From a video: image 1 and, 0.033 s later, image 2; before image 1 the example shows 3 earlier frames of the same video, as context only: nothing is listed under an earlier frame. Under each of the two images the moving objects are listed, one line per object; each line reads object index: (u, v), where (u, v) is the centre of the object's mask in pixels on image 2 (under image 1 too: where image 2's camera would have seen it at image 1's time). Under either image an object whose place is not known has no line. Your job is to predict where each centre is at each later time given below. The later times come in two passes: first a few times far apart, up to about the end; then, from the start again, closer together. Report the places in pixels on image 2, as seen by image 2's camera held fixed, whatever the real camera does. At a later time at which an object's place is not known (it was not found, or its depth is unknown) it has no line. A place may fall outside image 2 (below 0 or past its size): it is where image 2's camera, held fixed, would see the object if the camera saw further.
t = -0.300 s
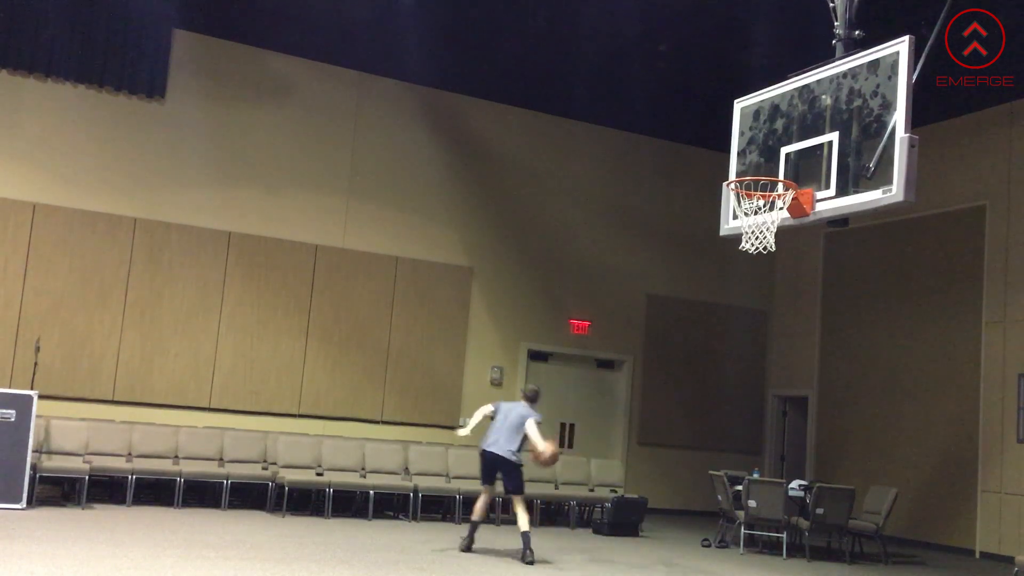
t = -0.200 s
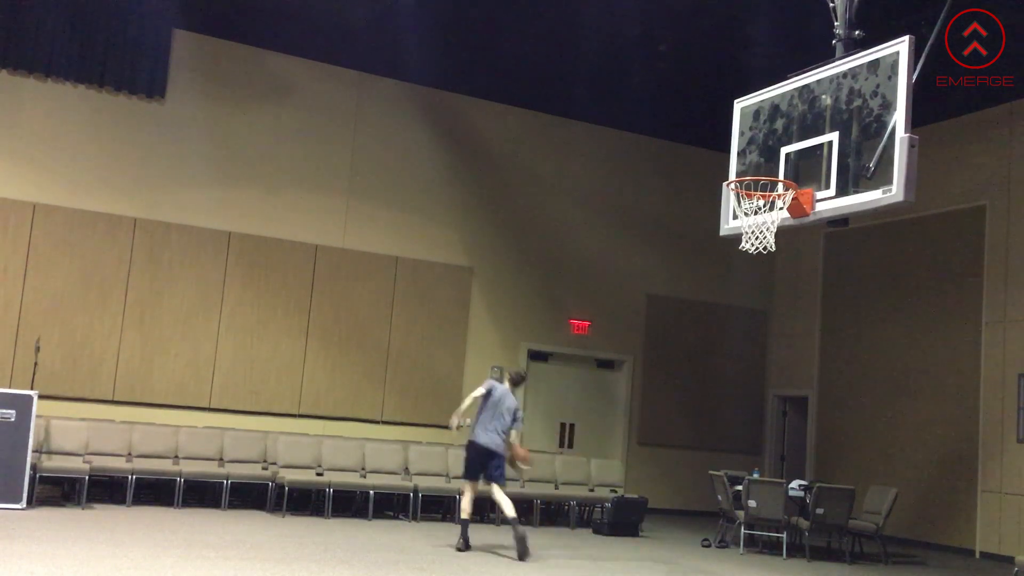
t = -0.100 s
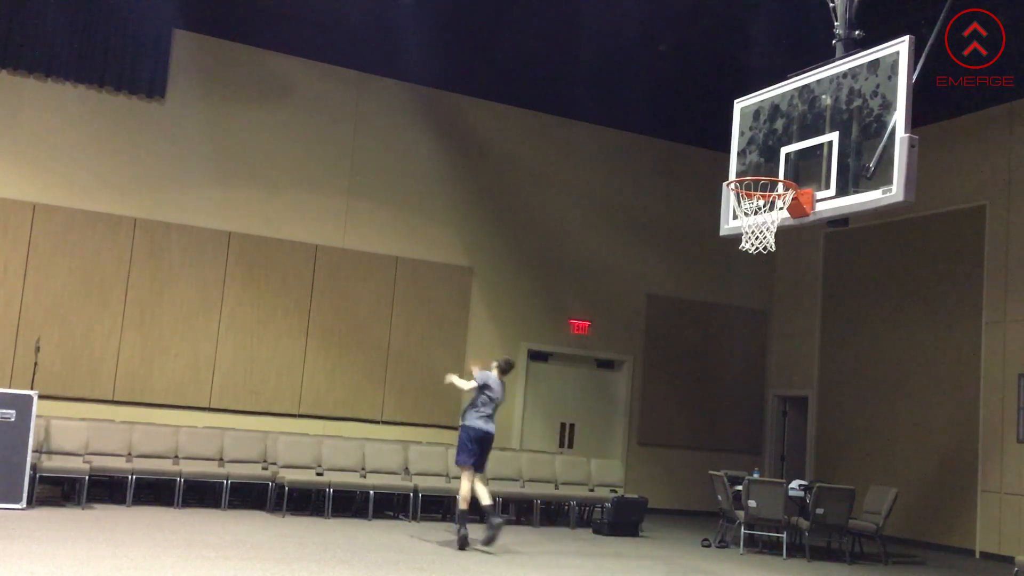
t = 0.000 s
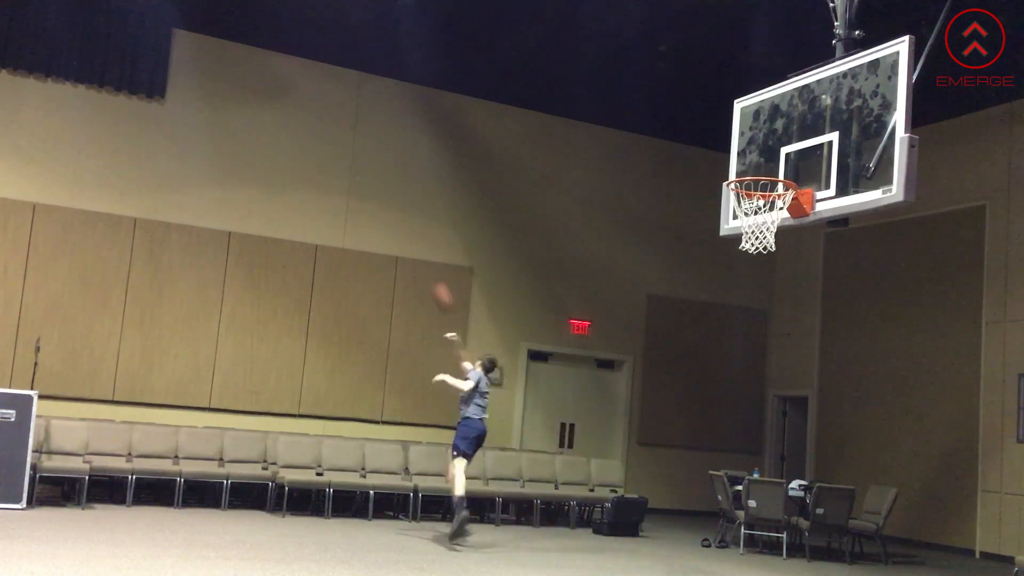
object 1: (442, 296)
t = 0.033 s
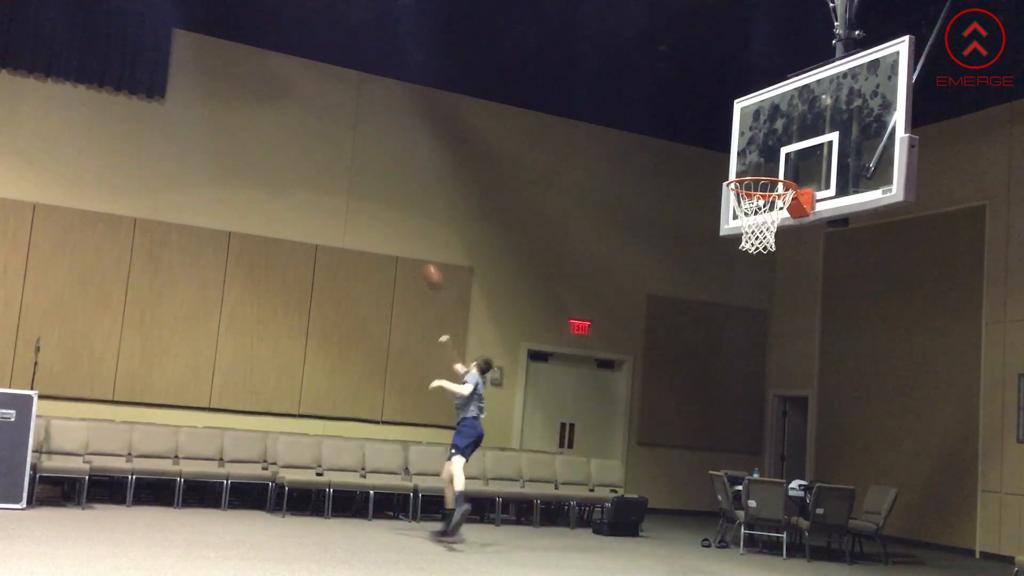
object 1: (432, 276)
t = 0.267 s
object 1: (377, 189)
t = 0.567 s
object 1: (442, 89)
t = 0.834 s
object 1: (508, 38)
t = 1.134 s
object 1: (601, 37)
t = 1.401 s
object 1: (712, 117)
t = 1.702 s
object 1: (741, 306)
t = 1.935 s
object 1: (682, 525)
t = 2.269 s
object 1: (585, 401)
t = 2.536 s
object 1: (509, 312)
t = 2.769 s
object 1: (444, 318)
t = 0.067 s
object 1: (423, 259)
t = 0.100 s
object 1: (413, 242)
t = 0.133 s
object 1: (405, 228)
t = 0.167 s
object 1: (397, 215)
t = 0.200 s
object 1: (389, 204)
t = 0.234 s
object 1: (382, 195)
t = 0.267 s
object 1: (377, 189)
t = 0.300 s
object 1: (384, 174)
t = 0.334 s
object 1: (391, 162)
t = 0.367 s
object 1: (398, 151)
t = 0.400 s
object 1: (405, 140)
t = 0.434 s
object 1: (412, 129)
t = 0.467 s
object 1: (419, 119)
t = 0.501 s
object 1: (428, 108)
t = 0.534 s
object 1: (434, 97)
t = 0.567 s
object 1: (442, 89)
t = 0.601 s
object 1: (450, 81)
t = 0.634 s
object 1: (457, 73)
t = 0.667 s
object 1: (465, 66)
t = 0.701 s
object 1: (474, 59)
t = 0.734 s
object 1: (482, 52)
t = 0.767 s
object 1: (490, 47)
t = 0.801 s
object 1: (499, 42)
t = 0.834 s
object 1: (508, 38)
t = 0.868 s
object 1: (517, 34)
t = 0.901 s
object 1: (527, 31)
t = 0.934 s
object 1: (537, 30)
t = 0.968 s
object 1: (546, 28)
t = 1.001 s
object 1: (557, 28)
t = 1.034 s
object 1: (567, 29)
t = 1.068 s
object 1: (578, 30)
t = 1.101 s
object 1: (589, 33)
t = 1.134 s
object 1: (601, 37)
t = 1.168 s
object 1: (613, 42)
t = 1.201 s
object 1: (625, 48)
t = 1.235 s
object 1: (638, 56)
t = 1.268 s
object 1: (652, 65)
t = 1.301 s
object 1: (666, 75)
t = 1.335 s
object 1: (680, 87)
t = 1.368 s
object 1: (696, 101)
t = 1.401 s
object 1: (712, 117)
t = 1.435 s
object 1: (726, 131)
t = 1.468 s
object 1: (746, 152)
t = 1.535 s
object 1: (778, 198)
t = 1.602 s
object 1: (764, 242)
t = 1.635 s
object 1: (758, 260)
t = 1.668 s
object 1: (749, 282)
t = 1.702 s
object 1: (741, 306)
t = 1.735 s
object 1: (733, 334)
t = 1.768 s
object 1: (725, 362)
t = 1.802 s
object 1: (716, 392)
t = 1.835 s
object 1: (707, 423)
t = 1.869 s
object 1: (699, 454)
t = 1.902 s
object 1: (690, 488)
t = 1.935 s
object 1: (682, 525)
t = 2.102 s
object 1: (633, 523)
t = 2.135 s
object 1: (624, 495)
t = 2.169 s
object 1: (613, 466)
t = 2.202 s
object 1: (604, 442)
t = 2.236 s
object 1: (594, 420)
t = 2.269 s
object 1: (585, 401)
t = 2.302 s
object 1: (576, 384)
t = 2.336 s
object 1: (565, 367)
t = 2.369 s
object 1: (556, 354)
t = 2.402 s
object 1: (546, 342)
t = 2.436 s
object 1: (537, 332)
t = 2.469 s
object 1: (527, 323)
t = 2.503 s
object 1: (518, 317)
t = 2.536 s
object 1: (509, 312)
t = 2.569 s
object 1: (500, 308)
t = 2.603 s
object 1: (491, 306)
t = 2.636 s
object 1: (481, 306)
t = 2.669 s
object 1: (471, 307)
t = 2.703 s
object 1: (462, 309)
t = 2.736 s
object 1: (453, 312)
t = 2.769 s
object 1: (444, 318)
